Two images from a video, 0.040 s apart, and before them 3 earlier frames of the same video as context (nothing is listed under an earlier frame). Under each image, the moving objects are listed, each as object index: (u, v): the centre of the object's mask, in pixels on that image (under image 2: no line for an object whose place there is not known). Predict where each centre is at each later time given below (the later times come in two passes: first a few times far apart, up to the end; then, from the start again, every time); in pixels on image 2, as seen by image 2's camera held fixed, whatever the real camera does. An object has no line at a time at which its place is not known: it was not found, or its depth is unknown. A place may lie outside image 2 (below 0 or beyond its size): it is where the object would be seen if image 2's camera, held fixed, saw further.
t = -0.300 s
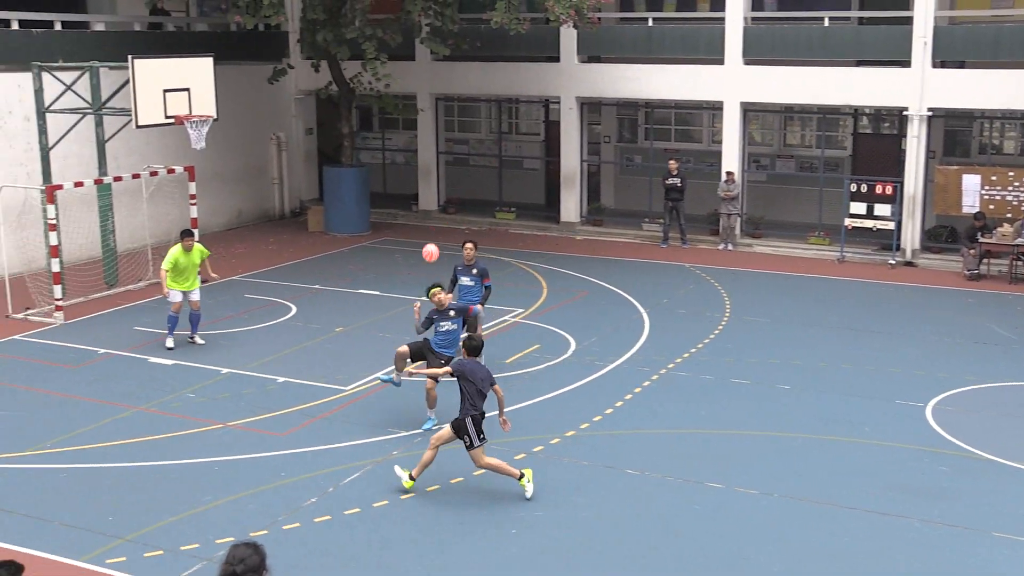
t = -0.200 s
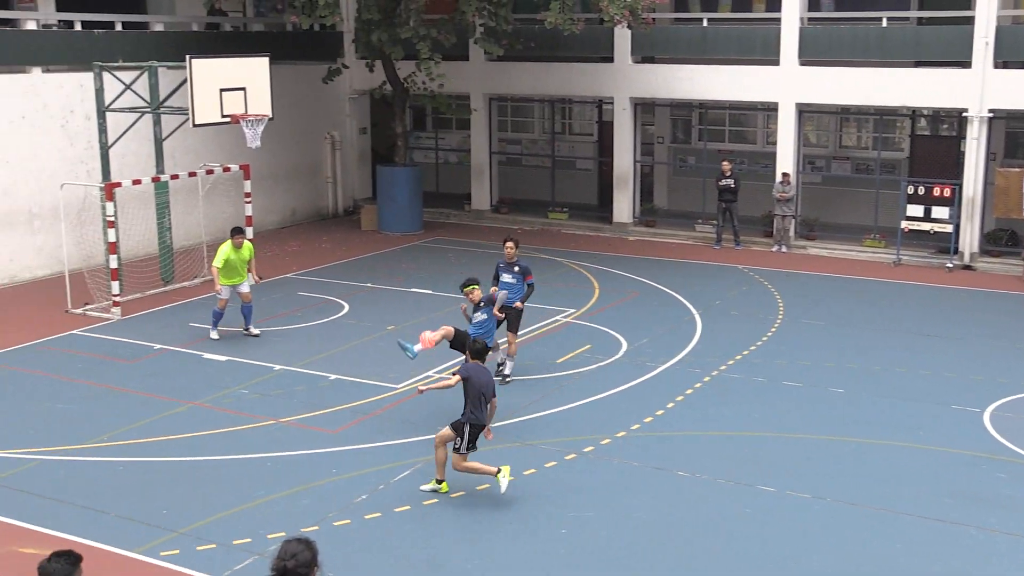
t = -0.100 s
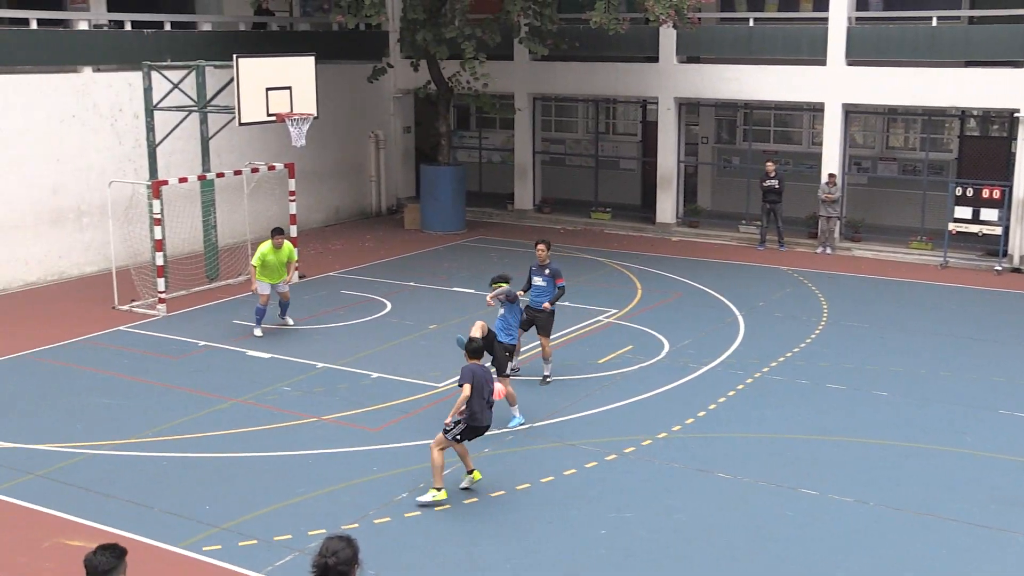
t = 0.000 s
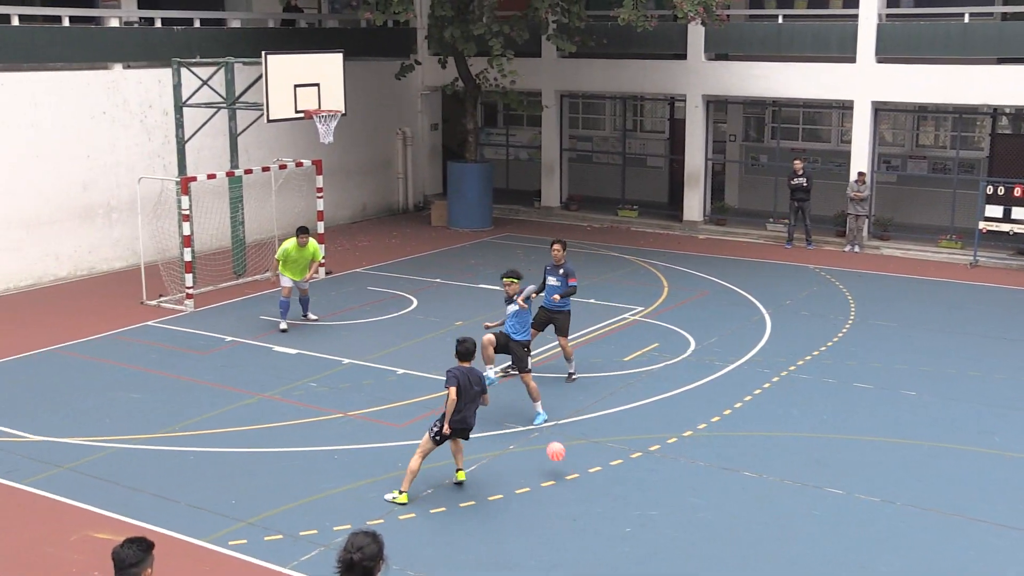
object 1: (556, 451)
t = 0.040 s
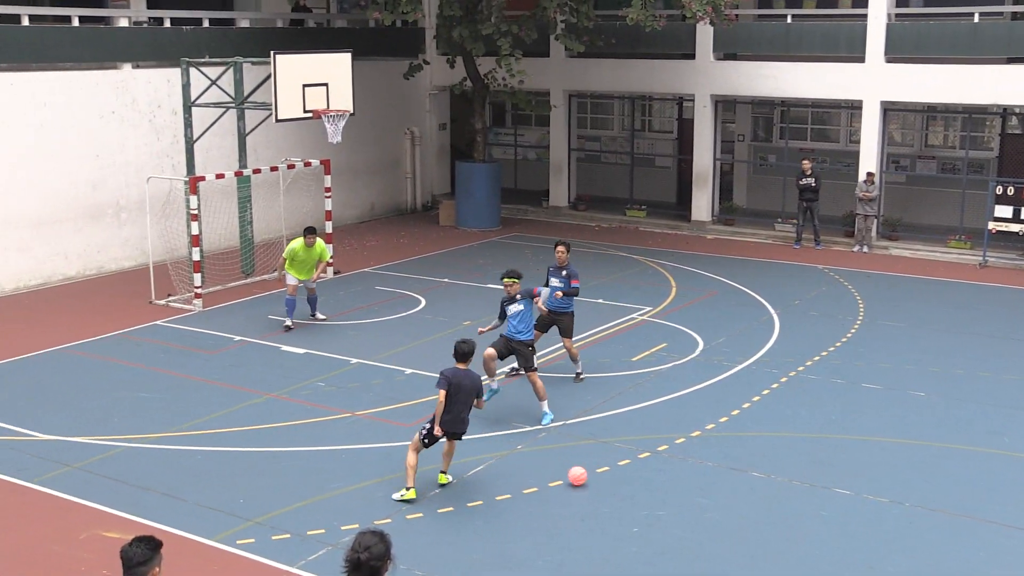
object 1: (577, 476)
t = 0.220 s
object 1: (641, 473)
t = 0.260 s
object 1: (655, 478)
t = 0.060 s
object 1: (584, 474)
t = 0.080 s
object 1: (590, 471)
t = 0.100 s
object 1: (597, 470)
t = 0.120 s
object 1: (604, 470)
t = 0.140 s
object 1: (611, 469)
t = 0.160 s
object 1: (618, 469)
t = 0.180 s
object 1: (625, 469)
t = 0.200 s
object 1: (633, 471)
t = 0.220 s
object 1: (641, 473)
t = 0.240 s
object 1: (648, 476)
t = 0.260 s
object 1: (655, 478)
